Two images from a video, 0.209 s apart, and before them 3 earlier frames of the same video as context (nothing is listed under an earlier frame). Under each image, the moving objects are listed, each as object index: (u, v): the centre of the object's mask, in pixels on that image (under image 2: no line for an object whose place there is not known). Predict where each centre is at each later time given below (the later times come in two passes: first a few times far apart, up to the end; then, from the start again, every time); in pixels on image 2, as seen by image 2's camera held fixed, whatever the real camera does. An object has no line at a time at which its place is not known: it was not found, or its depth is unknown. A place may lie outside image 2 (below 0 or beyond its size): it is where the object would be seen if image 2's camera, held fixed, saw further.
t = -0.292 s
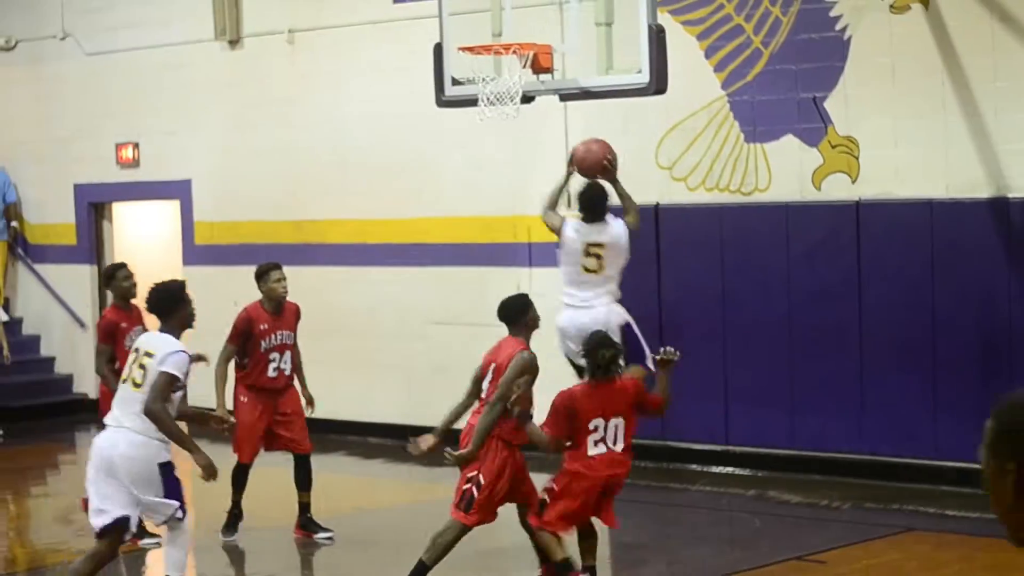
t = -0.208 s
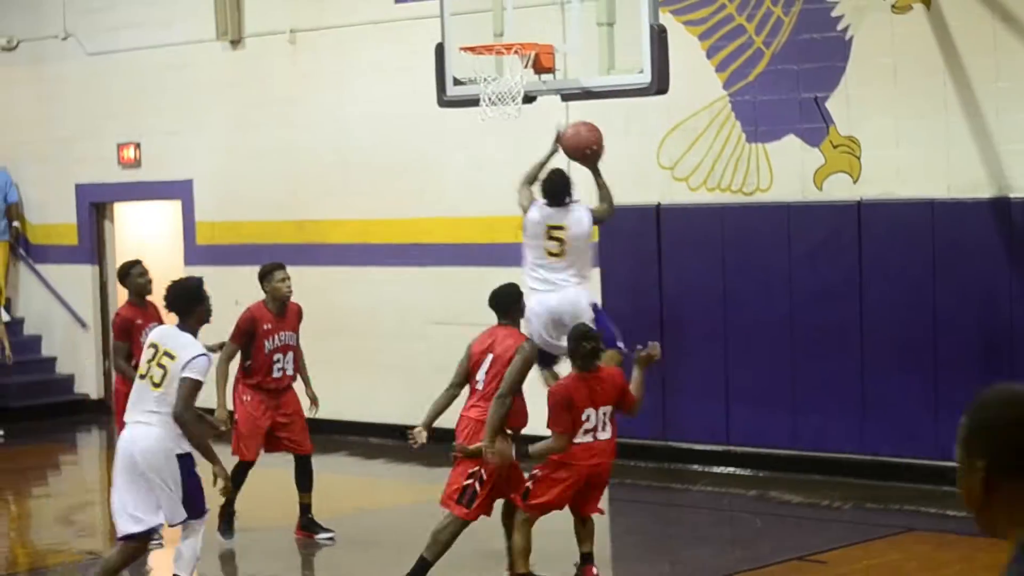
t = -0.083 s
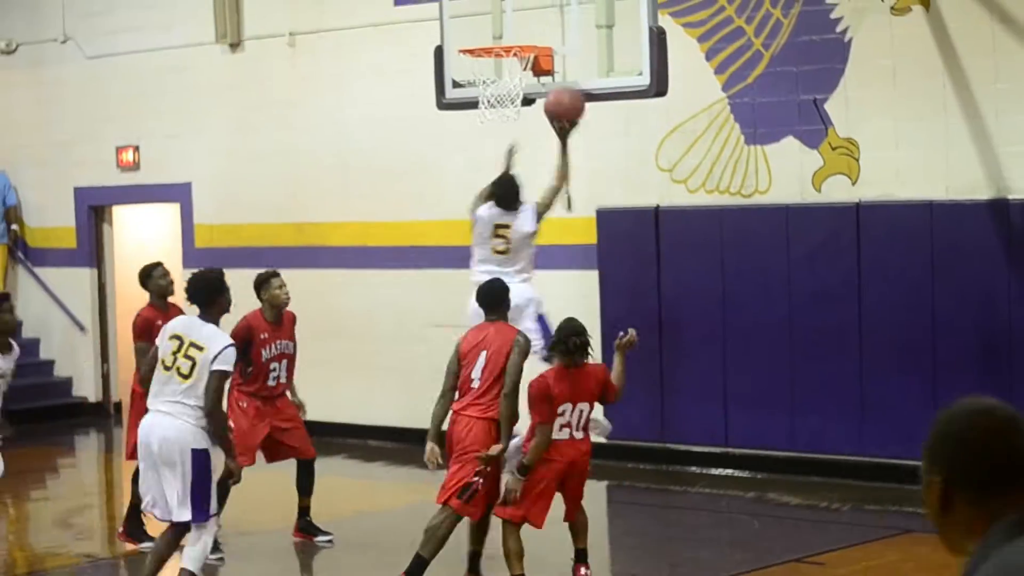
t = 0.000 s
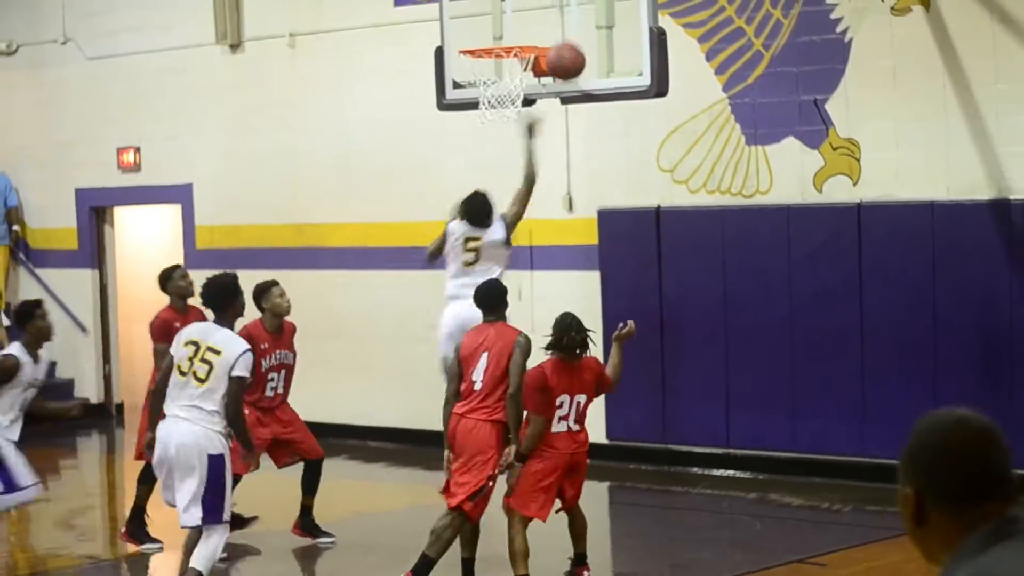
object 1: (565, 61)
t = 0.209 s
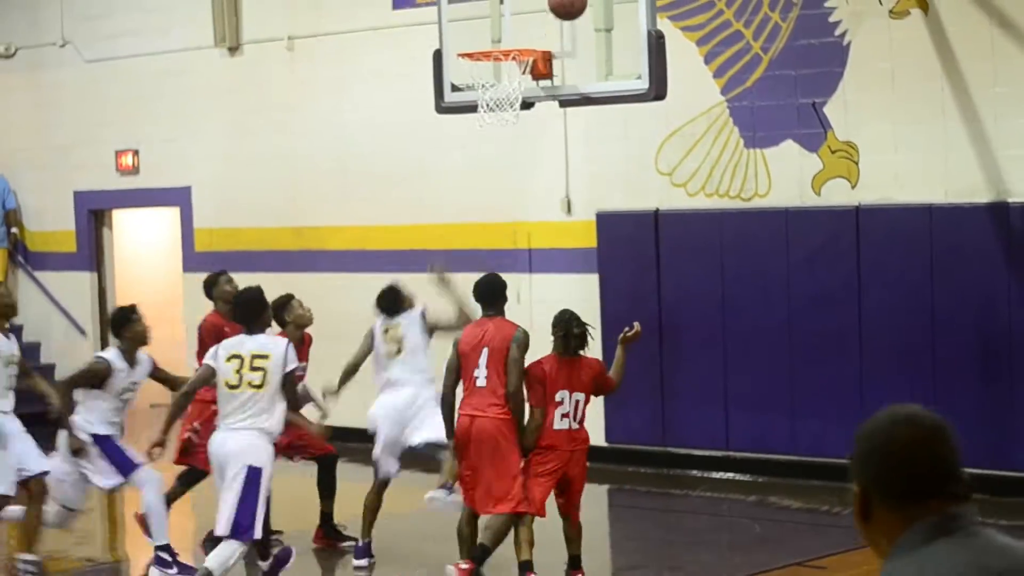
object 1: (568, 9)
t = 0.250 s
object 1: (569, 8)
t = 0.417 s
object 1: (513, 15)
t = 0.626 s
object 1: (484, 38)
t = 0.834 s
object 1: (511, 39)
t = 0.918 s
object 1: (496, 56)
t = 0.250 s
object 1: (569, 8)
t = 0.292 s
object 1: (557, 7)
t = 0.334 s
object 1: (543, 8)
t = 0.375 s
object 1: (528, 9)
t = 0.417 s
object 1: (513, 15)
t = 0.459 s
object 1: (498, 27)
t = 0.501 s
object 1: (486, 36)
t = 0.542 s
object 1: (485, 35)
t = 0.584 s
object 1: (484, 36)
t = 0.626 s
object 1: (484, 38)
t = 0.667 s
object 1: (485, 39)
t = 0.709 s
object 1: (494, 38)
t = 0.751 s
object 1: (503, 37)
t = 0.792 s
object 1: (511, 39)
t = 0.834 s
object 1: (511, 39)
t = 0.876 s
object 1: (503, 41)
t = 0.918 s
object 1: (496, 56)
